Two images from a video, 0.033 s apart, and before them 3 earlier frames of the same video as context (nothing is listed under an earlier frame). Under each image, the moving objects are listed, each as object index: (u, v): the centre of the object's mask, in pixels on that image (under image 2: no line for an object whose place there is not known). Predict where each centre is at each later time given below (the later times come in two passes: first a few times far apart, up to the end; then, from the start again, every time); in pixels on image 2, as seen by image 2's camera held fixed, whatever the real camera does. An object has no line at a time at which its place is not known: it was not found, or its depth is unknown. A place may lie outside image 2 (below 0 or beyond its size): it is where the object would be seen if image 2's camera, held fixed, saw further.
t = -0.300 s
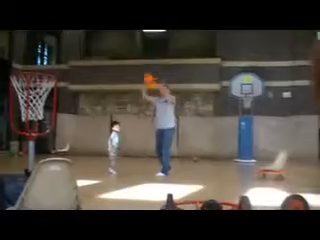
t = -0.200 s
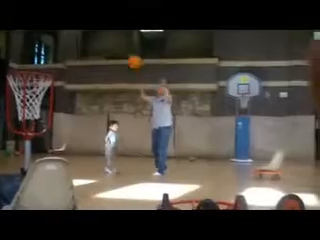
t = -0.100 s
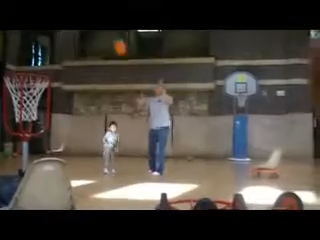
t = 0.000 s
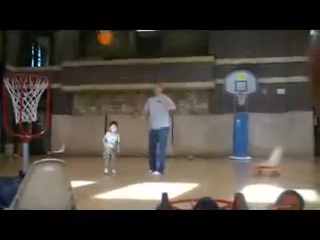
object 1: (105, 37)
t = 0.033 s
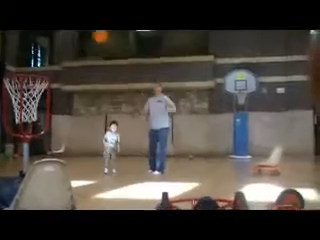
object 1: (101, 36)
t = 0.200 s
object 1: (74, 39)
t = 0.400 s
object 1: (28, 67)
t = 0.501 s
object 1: (7, 63)
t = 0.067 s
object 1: (96, 36)
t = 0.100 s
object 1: (90, 35)
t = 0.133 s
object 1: (86, 36)
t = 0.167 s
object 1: (79, 37)
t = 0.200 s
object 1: (74, 39)
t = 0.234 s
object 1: (68, 42)
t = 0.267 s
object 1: (59, 44)
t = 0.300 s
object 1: (53, 48)
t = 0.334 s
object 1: (44, 51)
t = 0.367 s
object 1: (38, 59)
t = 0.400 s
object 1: (28, 67)
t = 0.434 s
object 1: (21, 72)
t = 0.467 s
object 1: (14, 70)
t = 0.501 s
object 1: (7, 63)
